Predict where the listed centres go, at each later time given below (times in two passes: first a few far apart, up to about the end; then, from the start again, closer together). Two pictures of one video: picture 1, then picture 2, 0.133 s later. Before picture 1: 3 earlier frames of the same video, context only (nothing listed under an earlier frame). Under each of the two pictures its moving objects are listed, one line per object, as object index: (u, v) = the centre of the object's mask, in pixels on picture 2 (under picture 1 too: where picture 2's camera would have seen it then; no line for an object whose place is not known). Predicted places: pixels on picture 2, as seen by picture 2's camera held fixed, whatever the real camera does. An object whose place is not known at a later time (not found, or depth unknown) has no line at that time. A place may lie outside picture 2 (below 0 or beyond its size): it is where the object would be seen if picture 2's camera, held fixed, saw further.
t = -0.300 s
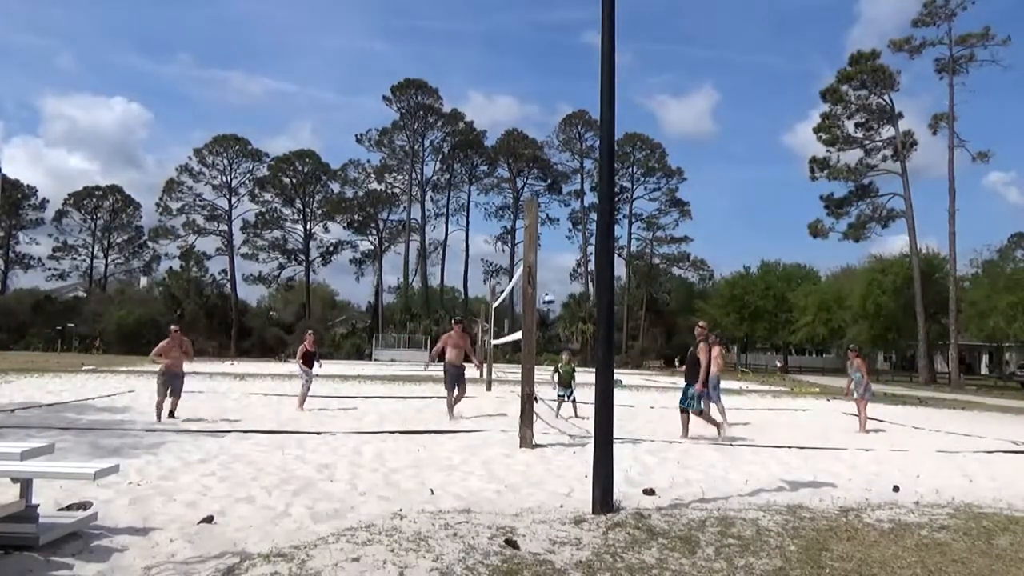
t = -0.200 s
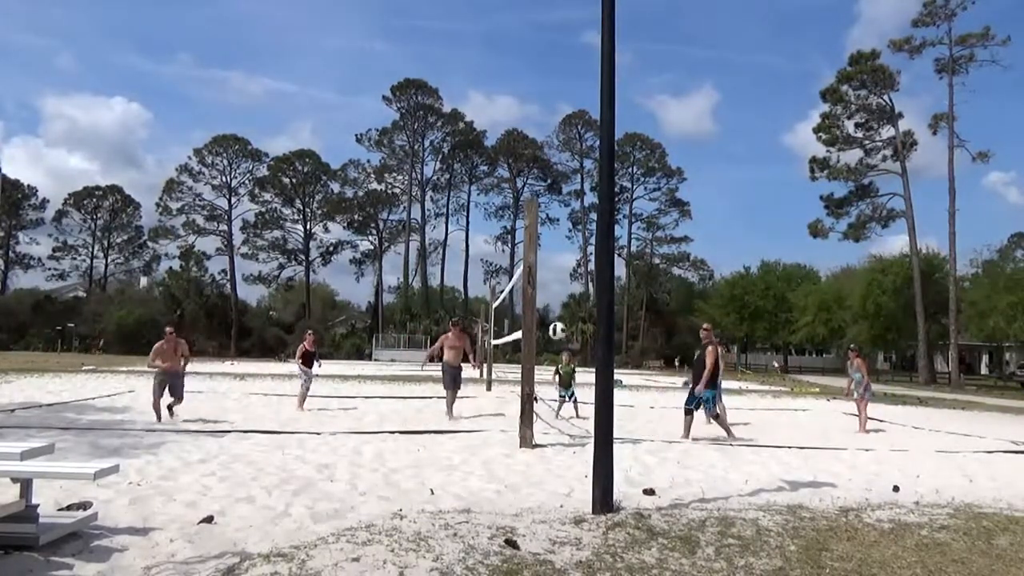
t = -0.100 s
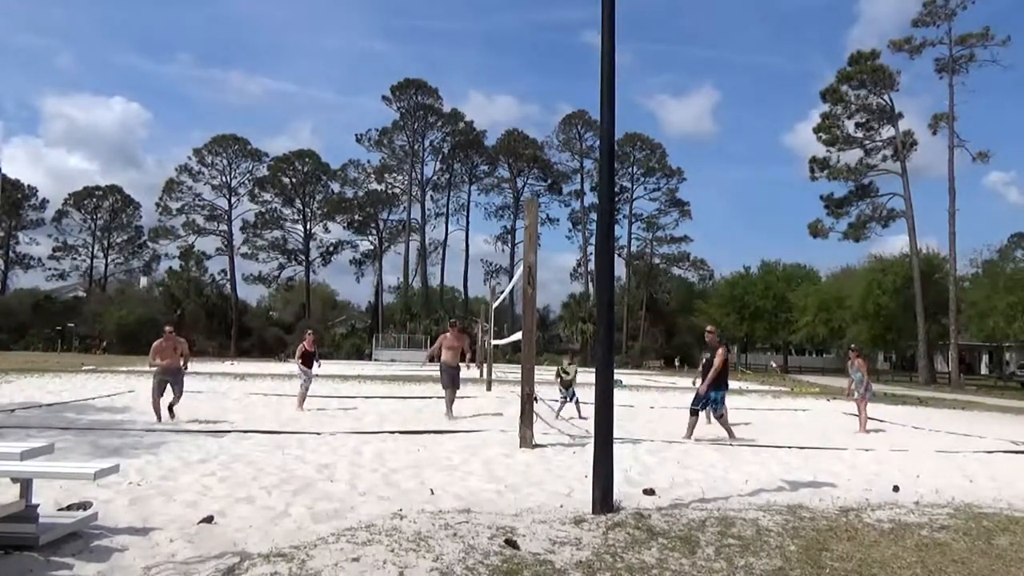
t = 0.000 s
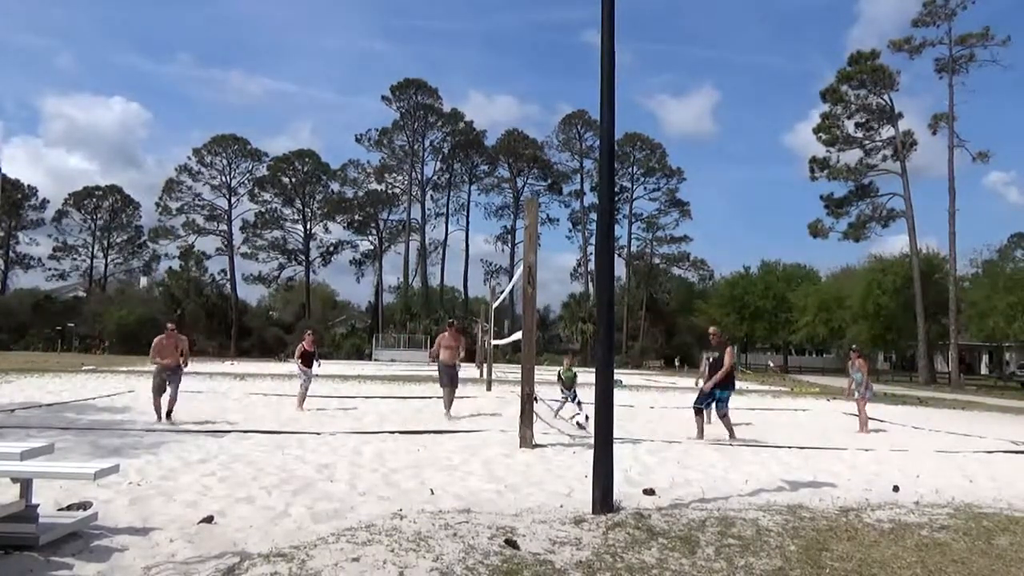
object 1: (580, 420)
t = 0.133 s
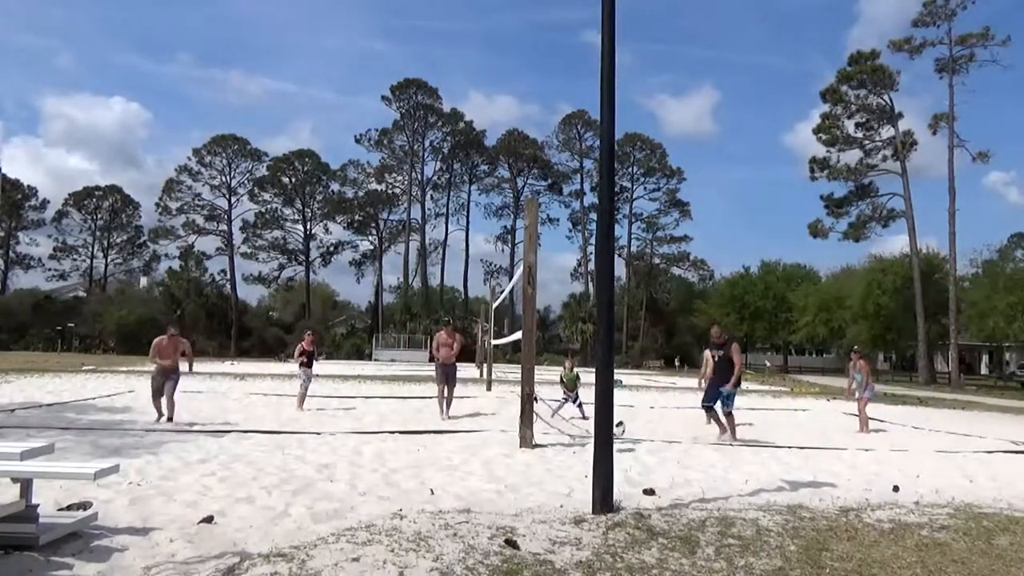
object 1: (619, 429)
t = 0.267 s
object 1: (659, 424)
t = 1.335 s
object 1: (1006, 484)
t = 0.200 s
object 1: (637, 424)
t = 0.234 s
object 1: (648, 423)
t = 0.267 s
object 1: (659, 424)
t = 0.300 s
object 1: (672, 426)
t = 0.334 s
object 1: (683, 428)
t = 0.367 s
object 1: (696, 431)
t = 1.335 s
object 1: (1006, 484)
